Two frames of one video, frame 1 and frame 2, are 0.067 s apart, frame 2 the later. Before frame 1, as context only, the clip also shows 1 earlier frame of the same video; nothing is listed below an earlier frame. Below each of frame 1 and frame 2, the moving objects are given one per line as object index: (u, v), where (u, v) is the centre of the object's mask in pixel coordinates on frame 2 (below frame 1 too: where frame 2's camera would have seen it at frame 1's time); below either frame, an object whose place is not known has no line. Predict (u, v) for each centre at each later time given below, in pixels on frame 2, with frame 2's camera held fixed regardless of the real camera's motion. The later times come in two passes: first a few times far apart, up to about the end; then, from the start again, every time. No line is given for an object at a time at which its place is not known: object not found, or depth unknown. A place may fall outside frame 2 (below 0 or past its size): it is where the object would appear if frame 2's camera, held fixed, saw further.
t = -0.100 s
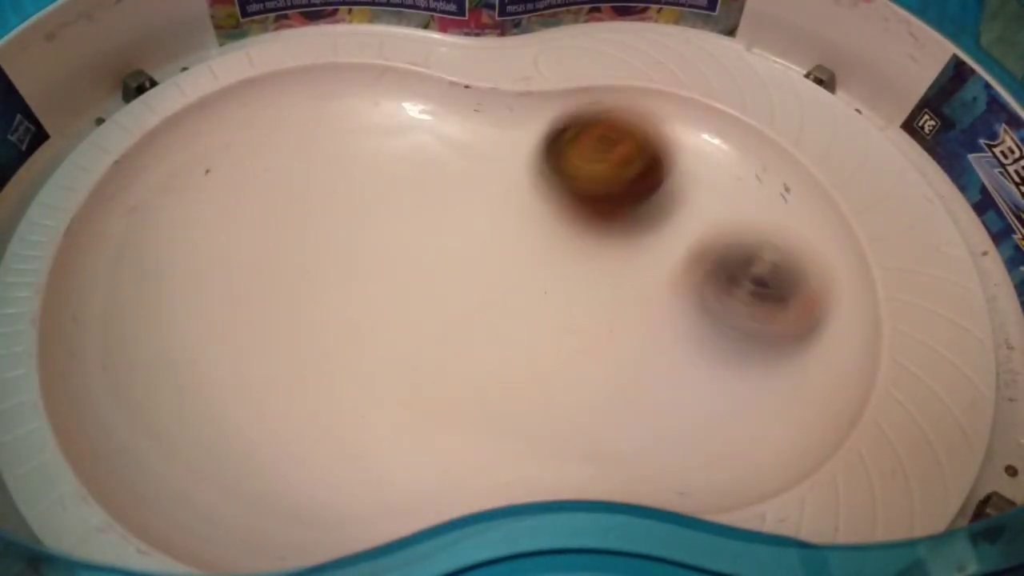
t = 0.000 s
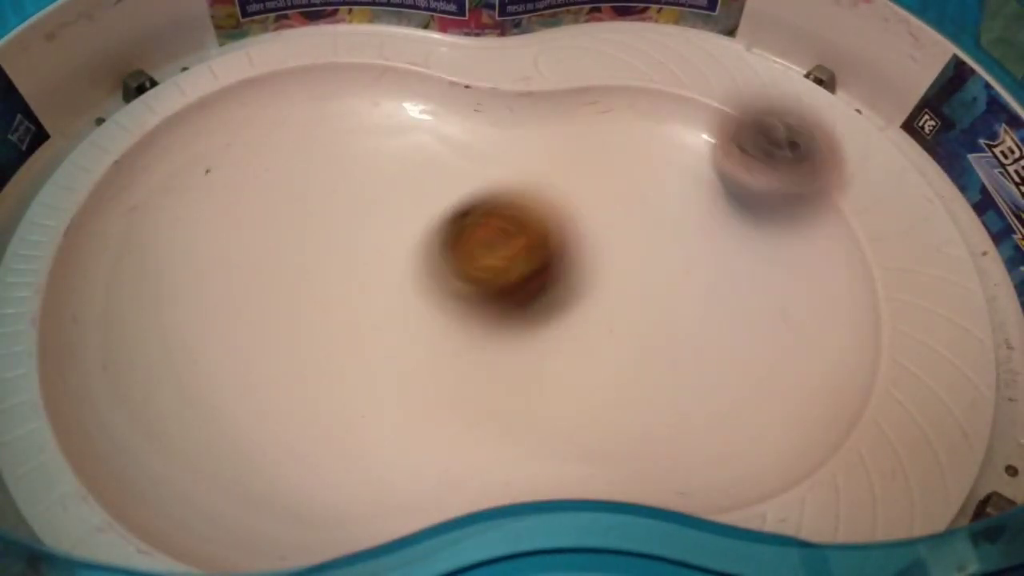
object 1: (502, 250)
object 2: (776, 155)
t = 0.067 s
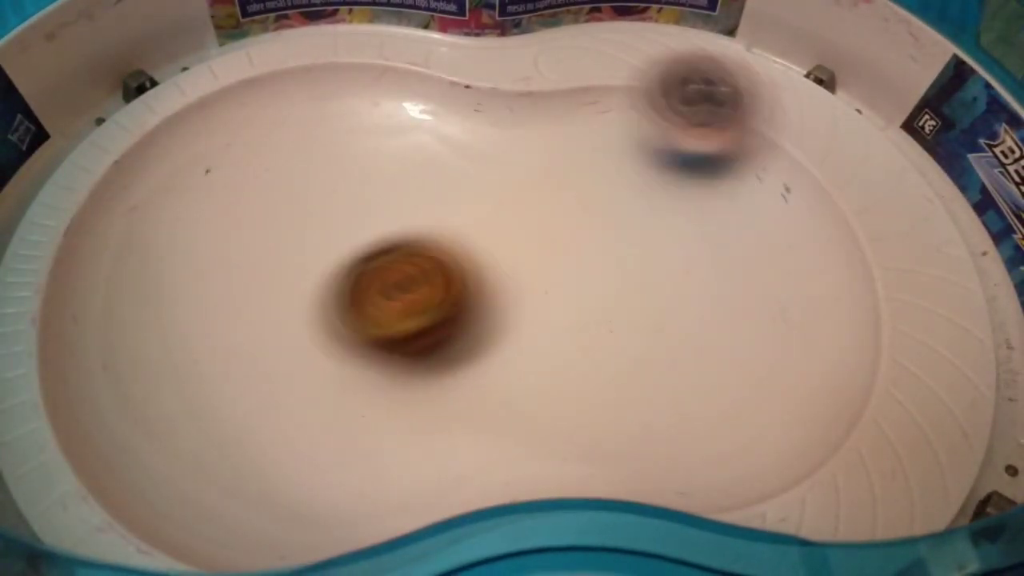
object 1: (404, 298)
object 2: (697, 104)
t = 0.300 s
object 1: (243, 427)
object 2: (274, 190)
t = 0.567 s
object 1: (551, 304)
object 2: (336, 491)
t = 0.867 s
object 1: (492, 153)
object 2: (733, 186)
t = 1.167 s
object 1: (120, 370)
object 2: (417, 189)
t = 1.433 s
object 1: (607, 364)
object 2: (304, 401)
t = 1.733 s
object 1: (643, 65)
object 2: (555, 347)
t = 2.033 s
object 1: (113, 292)
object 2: (492, 207)
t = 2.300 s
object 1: (657, 366)
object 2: (217, 242)
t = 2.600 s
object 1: (593, 66)
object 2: (441, 375)
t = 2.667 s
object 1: (475, 105)
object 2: (512, 341)
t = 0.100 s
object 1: (360, 315)
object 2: (642, 104)
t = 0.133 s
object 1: (320, 329)
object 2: (585, 111)
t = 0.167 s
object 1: (288, 344)
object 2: (528, 121)
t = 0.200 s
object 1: (262, 362)
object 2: (462, 141)
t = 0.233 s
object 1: (245, 384)
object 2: (391, 164)
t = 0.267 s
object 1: (238, 406)
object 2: (330, 177)
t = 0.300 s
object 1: (243, 427)
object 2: (274, 190)
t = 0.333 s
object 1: (267, 446)
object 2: (224, 211)
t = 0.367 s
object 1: (301, 456)
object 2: (179, 249)
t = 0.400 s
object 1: (351, 453)
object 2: (142, 296)
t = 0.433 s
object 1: (407, 432)
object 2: (124, 360)
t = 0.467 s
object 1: (451, 402)
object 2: (144, 411)
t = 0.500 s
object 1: (489, 366)
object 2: (190, 466)
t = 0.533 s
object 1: (524, 337)
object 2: (261, 493)
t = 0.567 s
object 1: (551, 304)
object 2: (336, 491)
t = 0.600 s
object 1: (568, 272)
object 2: (435, 461)
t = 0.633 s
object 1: (576, 243)
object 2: (509, 432)
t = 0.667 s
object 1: (577, 215)
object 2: (580, 394)
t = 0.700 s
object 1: (572, 191)
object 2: (629, 363)
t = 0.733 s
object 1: (563, 171)
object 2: (675, 325)
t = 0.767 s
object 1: (550, 156)
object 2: (704, 292)
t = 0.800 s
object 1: (534, 148)
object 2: (724, 258)
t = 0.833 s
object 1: (516, 146)
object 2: (733, 222)
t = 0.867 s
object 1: (492, 153)
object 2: (733, 186)
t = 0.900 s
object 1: (461, 165)
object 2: (723, 154)
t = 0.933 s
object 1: (426, 182)
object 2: (701, 124)
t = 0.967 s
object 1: (384, 201)
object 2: (672, 98)
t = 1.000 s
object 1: (334, 217)
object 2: (633, 96)
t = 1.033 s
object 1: (277, 233)
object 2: (595, 106)
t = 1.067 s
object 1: (221, 257)
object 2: (549, 124)
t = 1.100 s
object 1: (174, 289)
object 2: (504, 145)
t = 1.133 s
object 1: (135, 329)
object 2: (459, 168)
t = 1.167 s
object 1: (120, 370)
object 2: (417, 189)
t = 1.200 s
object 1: (131, 416)
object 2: (375, 211)
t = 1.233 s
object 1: (166, 457)
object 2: (338, 228)
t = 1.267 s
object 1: (231, 490)
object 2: (312, 246)
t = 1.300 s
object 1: (307, 492)
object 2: (291, 274)
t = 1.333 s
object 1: (389, 473)
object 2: (278, 307)
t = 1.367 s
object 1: (474, 441)
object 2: (277, 340)
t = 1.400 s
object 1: (543, 403)
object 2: (284, 372)
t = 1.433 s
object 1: (607, 364)
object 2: (304, 401)
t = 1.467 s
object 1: (663, 323)
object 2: (332, 422)
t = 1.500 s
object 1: (704, 285)
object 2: (367, 430)
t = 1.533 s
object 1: (734, 241)
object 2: (400, 428)
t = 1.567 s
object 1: (756, 190)
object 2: (430, 415)
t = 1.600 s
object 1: (756, 144)
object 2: (457, 401)
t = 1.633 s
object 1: (740, 108)
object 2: (480, 386)
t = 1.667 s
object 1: (714, 79)
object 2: (507, 372)
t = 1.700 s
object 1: (682, 71)
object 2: (534, 360)
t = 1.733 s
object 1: (643, 65)
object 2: (555, 347)
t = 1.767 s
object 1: (601, 65)
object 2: (568, 332)
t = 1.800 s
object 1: (554, 72)
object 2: (575, 317)
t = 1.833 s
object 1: (502, 92)
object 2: (577, 300)
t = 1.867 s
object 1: (455, 122)
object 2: (572, 282)
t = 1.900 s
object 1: (395, 155)
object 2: (565, 265)
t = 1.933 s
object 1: (329, 178)
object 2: (555, 248)
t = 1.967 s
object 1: (252, 208)
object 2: (539, 232)
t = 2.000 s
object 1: (180, 244)
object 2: (518, 218)
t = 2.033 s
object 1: (113, 292)
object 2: (492, 207)
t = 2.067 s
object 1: (83, 335)
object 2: (462, 197)
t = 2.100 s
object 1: (89, 390)
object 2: (429, 189)
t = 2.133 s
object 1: (131, 445)
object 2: (395, 184)
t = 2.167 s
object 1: (208, 487)
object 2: (358, 177)
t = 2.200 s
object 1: (301, 495)
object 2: (326, 174)
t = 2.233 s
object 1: (408, 469)
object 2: (294, 181)
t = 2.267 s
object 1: (584, 400)
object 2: (237, 214)
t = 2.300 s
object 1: (657, 366)
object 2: (217, 242)
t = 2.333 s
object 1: (723, 328)
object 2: (205, 278)
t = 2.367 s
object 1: (771, 283)
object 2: (207, 311)
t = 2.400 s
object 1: (801, 234)
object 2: (221, 342)
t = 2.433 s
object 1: (804, 177)
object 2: (253, 374)
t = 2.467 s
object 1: (778, 131)
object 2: (282, 395)
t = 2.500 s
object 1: (747, 97)
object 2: (320, 406)
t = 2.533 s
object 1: (703, 75)
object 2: (362, 407)
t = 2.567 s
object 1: (650, 67)
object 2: (407, 392)
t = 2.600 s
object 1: (593, 66)
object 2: (441, 375)
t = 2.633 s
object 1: (535, 78)
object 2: (477, 357)
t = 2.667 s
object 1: (475, 105)
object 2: (512, 341)
